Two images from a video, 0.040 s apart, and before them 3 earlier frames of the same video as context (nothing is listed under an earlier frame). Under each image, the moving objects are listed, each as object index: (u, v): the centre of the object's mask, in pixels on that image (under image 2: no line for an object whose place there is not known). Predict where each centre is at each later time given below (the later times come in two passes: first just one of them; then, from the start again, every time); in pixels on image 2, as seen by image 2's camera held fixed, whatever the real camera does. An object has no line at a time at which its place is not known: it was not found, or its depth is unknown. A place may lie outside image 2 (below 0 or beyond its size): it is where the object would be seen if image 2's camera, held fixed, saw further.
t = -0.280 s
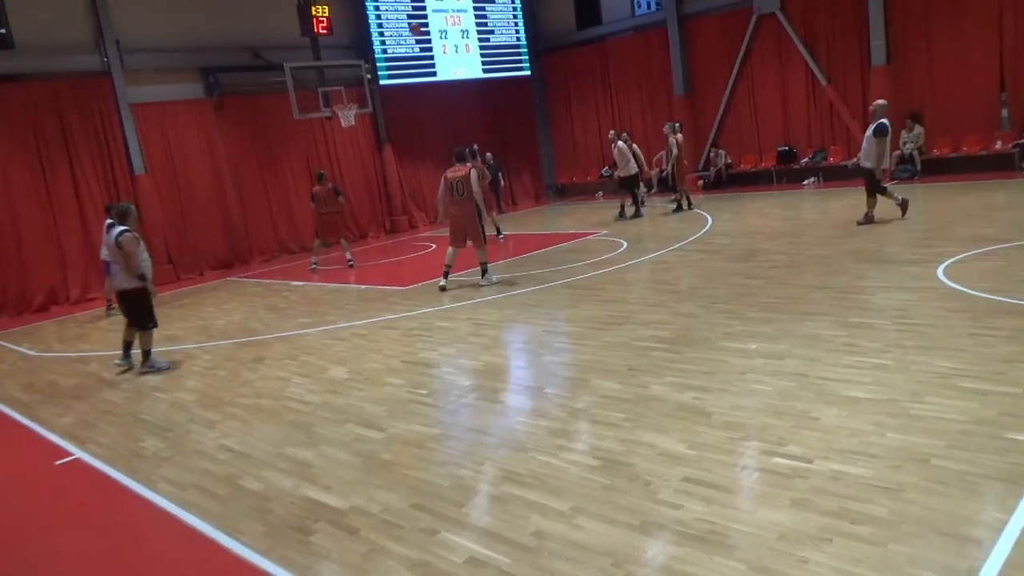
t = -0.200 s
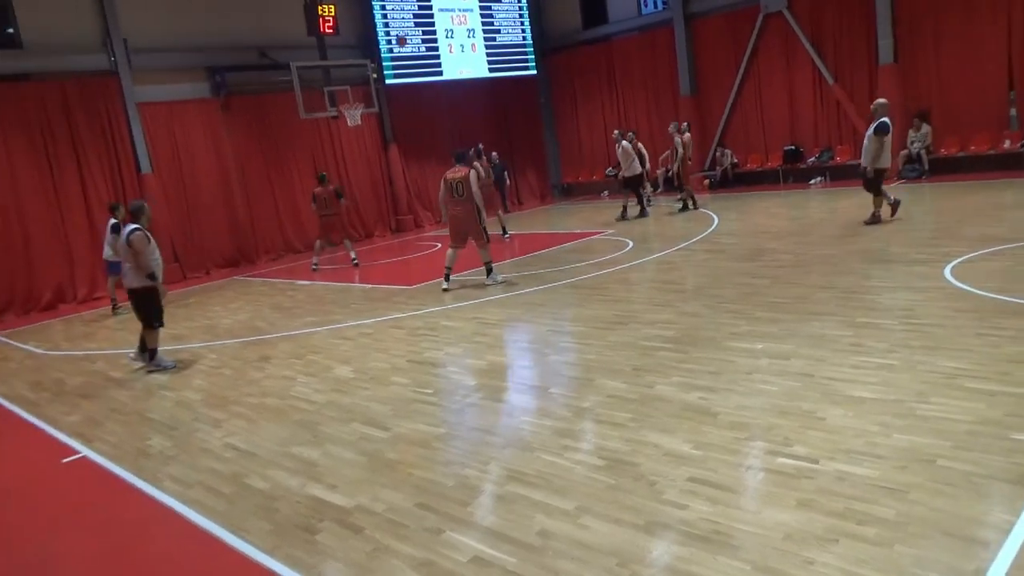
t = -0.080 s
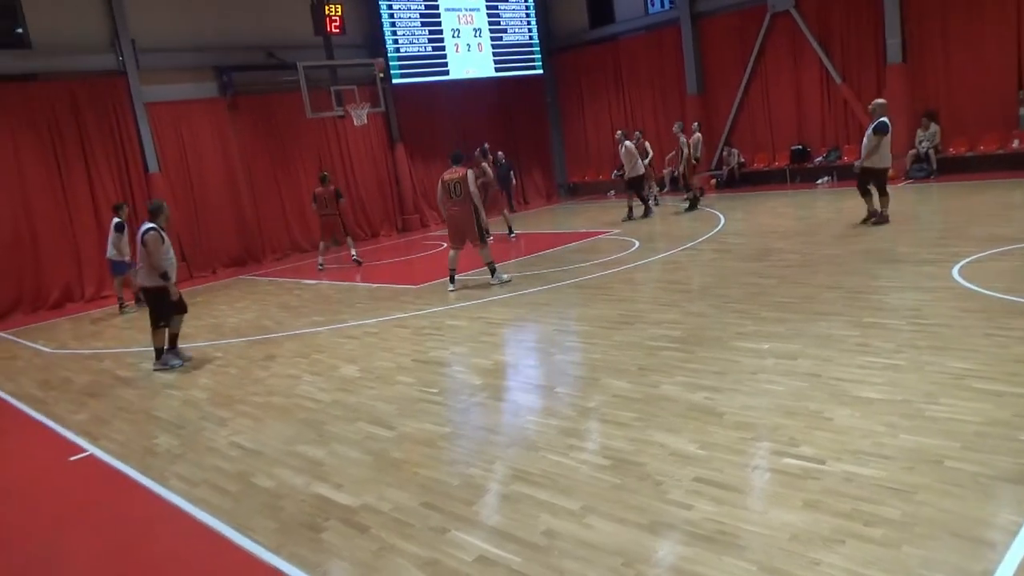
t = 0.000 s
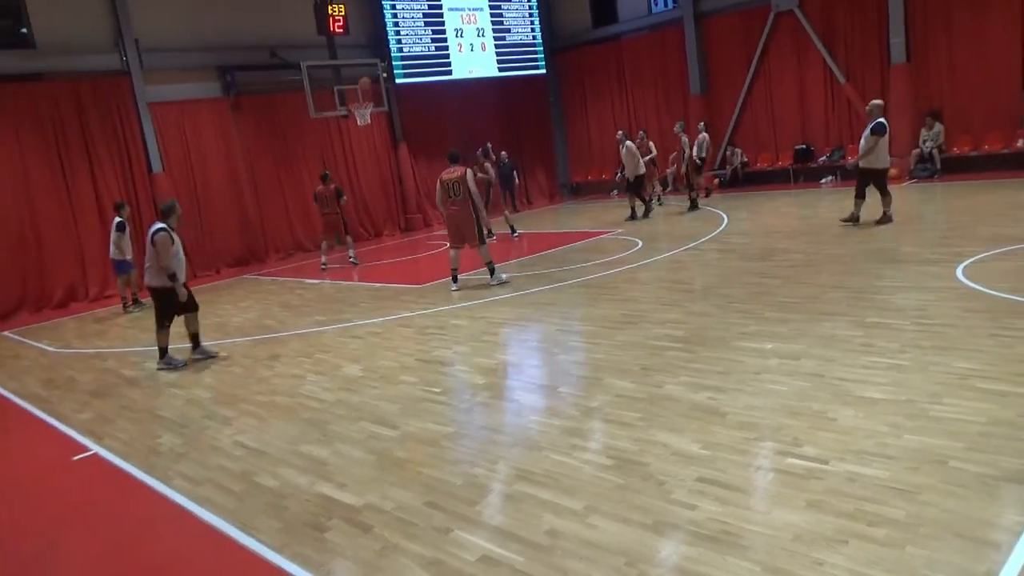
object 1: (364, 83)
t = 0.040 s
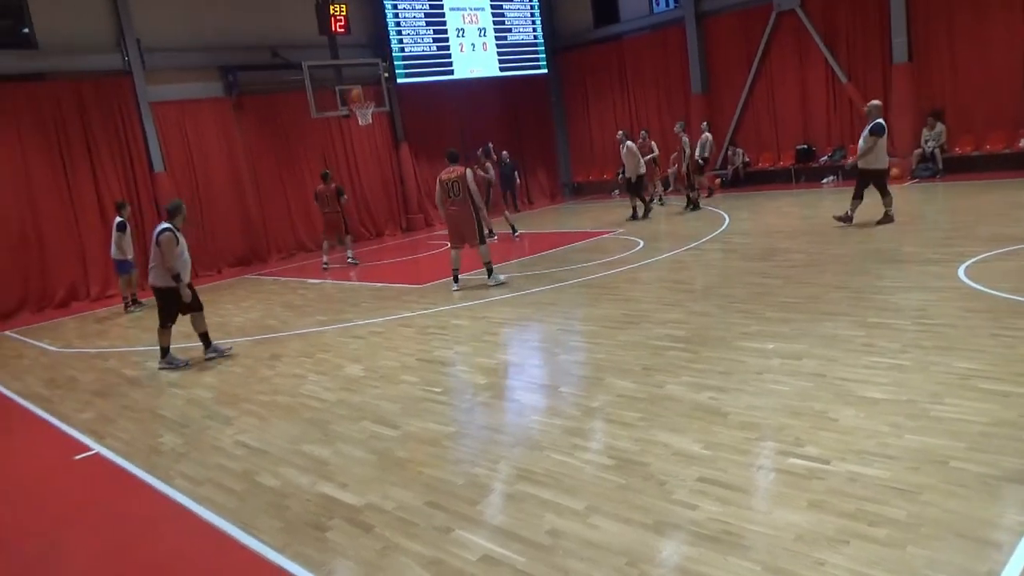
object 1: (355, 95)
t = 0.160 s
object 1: (338, 78)
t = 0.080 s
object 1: (349, 95)
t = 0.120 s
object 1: (344, 86)
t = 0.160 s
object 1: (338, 78)
